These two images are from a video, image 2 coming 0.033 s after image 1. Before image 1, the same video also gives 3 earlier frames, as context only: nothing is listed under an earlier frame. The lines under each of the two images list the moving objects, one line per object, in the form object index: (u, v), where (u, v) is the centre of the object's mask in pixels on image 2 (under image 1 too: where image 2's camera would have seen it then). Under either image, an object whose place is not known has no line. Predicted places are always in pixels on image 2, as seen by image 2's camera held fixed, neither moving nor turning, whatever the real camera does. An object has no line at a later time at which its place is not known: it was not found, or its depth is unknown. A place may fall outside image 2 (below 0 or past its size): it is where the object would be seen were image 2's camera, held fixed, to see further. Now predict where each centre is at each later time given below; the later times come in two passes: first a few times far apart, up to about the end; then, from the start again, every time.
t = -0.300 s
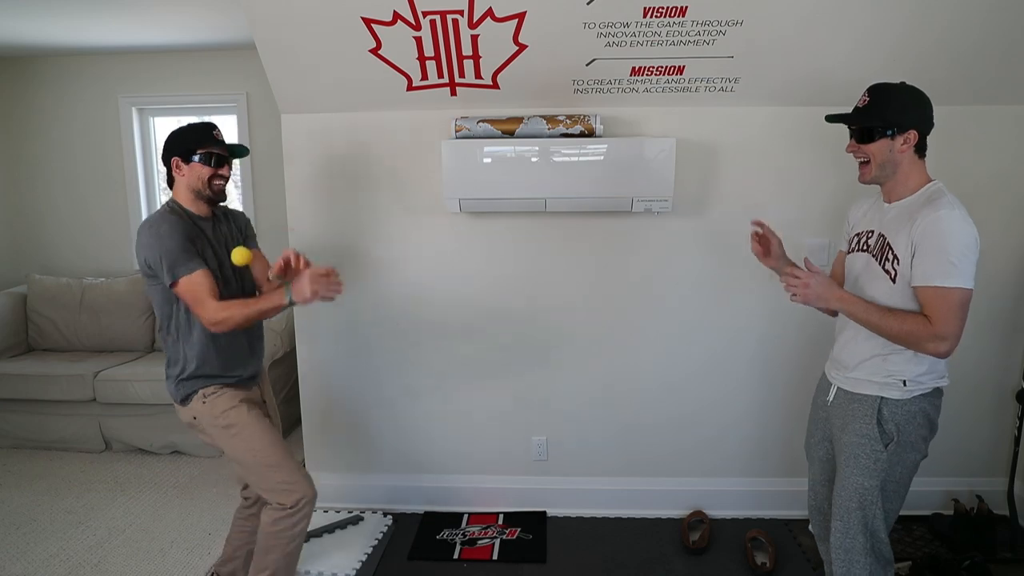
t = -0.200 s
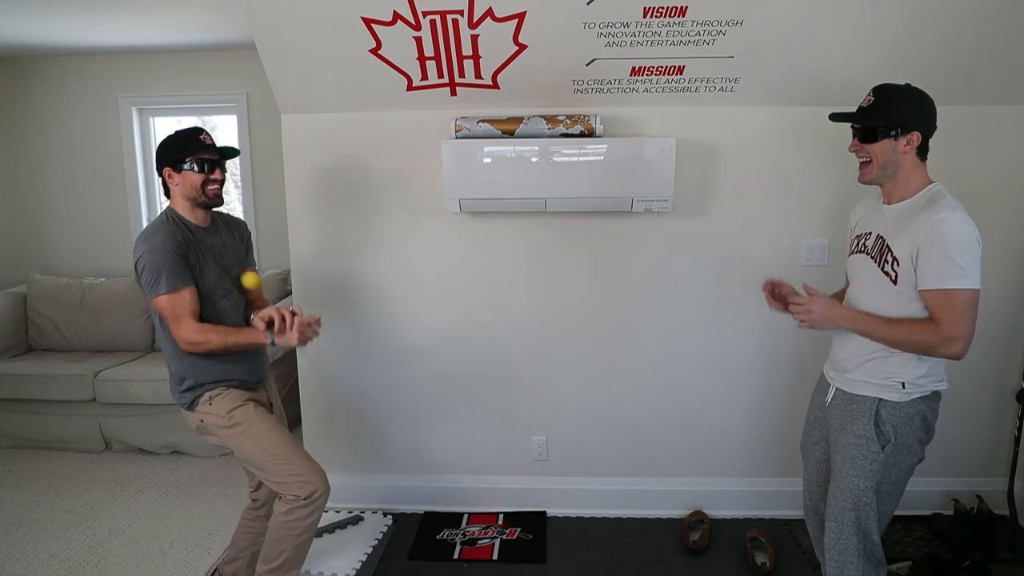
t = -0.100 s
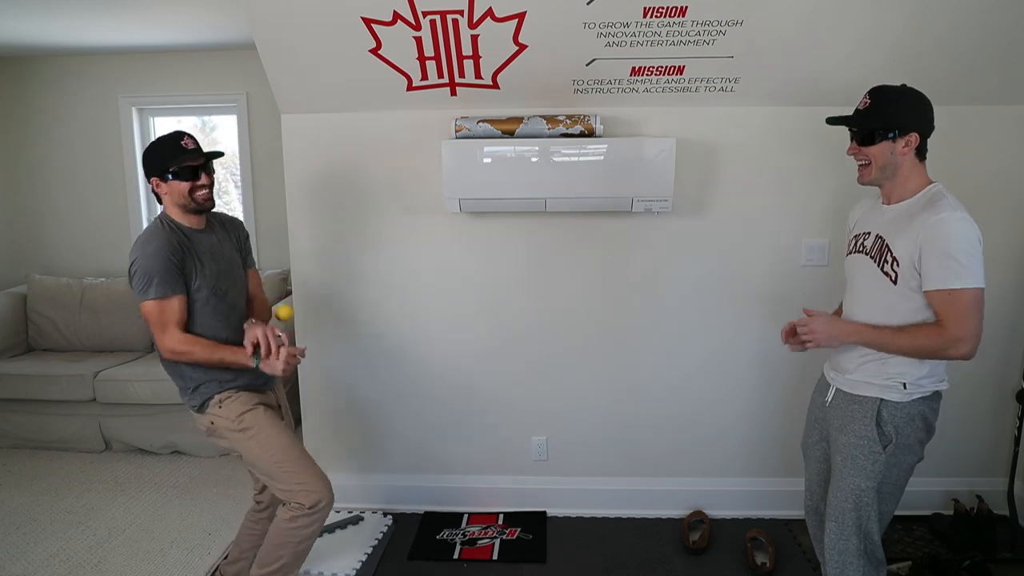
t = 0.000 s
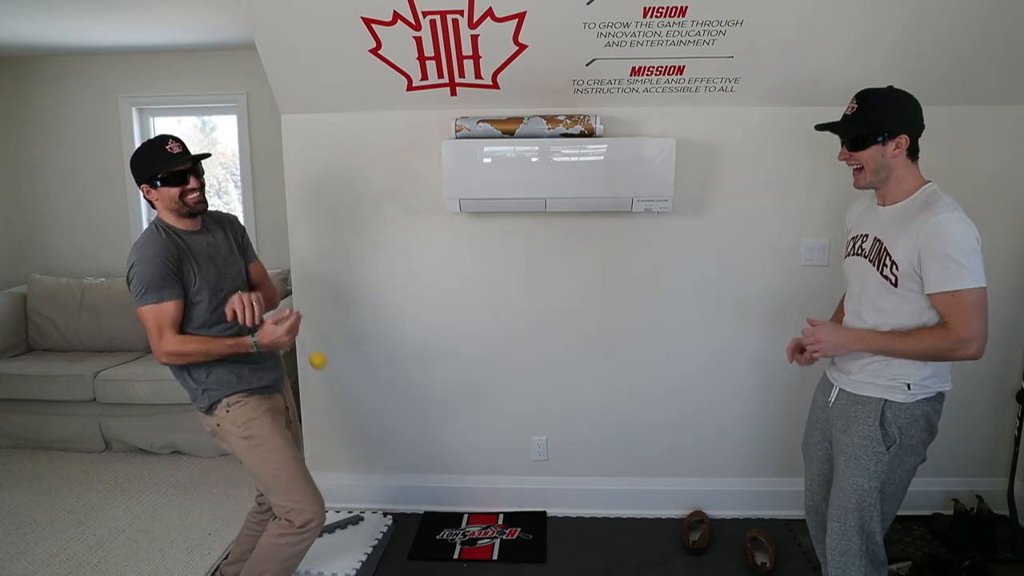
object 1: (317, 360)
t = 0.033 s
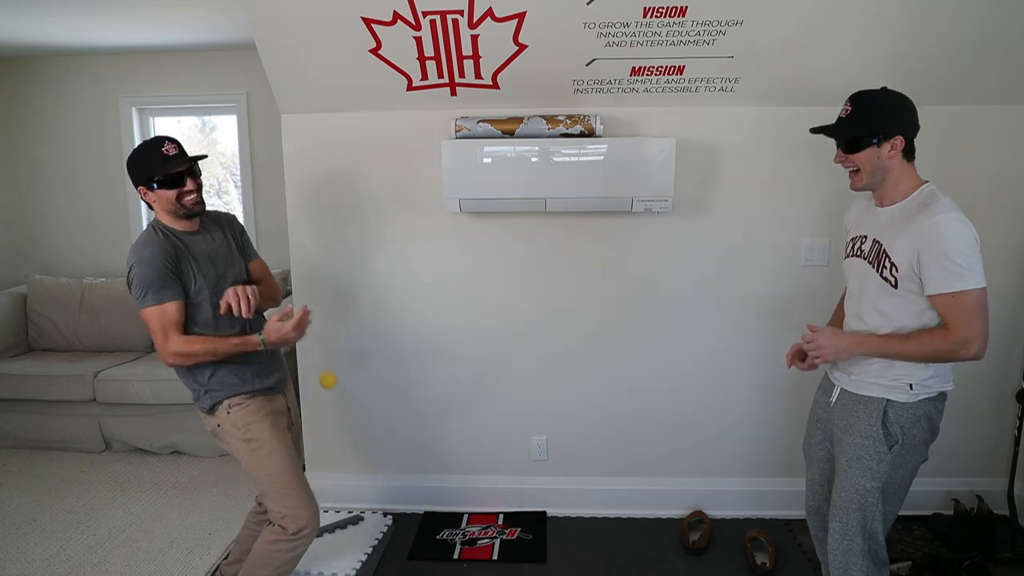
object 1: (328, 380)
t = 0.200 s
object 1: (379, 510)
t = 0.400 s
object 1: (432, 498)
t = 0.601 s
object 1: (485, 502)
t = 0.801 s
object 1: (531, 515)
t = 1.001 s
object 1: (569, 526)
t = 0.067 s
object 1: (339, 403)
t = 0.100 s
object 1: (349, 428)
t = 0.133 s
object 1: (359, 453)
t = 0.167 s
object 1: (369, 481)
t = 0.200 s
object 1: (379, 510)
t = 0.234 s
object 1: (388, 540)
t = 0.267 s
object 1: (396, 543)
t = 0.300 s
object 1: (405, 528)
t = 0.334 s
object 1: (413, 516)
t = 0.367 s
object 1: (422, 506)
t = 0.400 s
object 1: (432, 498)
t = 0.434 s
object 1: (441, 493)
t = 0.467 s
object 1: (450, 490)
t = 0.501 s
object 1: (458, 490)
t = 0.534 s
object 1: (467, 491)
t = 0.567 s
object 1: (477, 495)
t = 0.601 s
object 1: (485, 502)
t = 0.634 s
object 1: (494, 511)
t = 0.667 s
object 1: (503, 522)
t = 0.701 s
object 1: (512, 534)
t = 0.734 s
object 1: (518, 528)
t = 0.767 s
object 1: (524, 520)
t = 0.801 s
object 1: (531, 515)
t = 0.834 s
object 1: (538, 512)
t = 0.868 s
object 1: (544, 511)
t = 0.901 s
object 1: (550, 513)
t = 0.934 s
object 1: (556, 517)
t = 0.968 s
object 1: (562, 523)
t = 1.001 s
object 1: (569, 526)
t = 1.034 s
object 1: (575, 522)
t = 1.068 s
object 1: (582, 522)
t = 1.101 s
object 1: (587, 524)
